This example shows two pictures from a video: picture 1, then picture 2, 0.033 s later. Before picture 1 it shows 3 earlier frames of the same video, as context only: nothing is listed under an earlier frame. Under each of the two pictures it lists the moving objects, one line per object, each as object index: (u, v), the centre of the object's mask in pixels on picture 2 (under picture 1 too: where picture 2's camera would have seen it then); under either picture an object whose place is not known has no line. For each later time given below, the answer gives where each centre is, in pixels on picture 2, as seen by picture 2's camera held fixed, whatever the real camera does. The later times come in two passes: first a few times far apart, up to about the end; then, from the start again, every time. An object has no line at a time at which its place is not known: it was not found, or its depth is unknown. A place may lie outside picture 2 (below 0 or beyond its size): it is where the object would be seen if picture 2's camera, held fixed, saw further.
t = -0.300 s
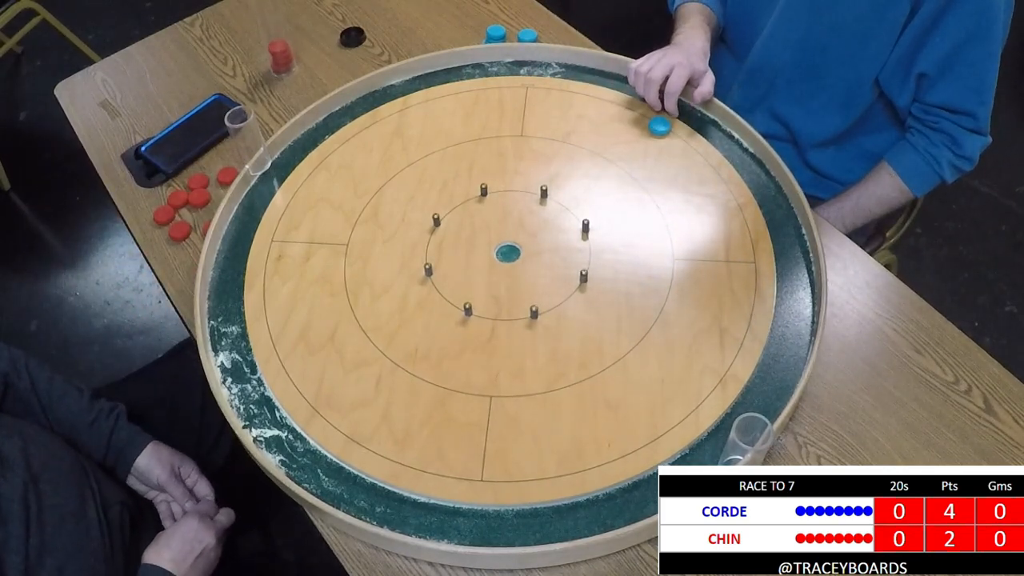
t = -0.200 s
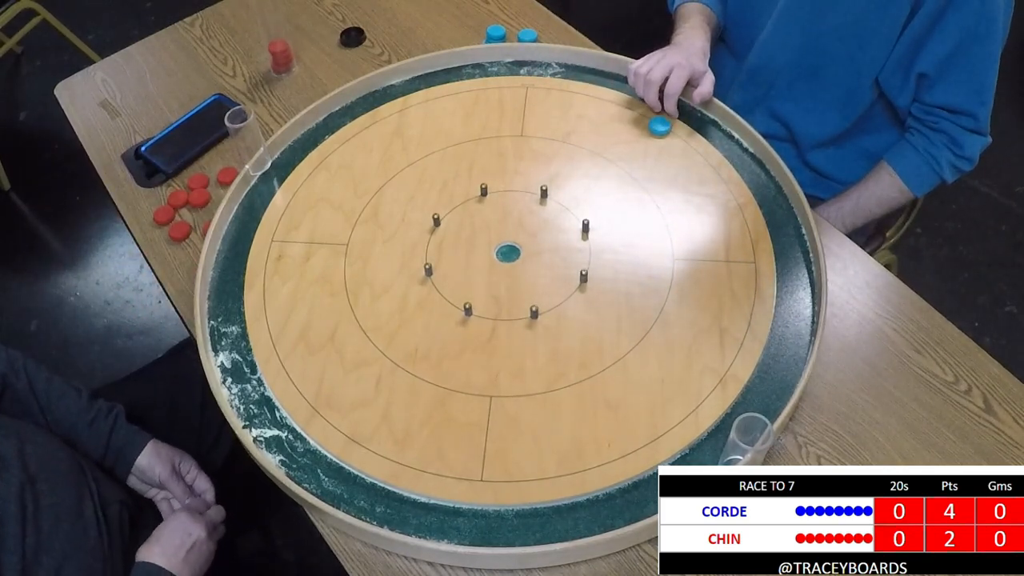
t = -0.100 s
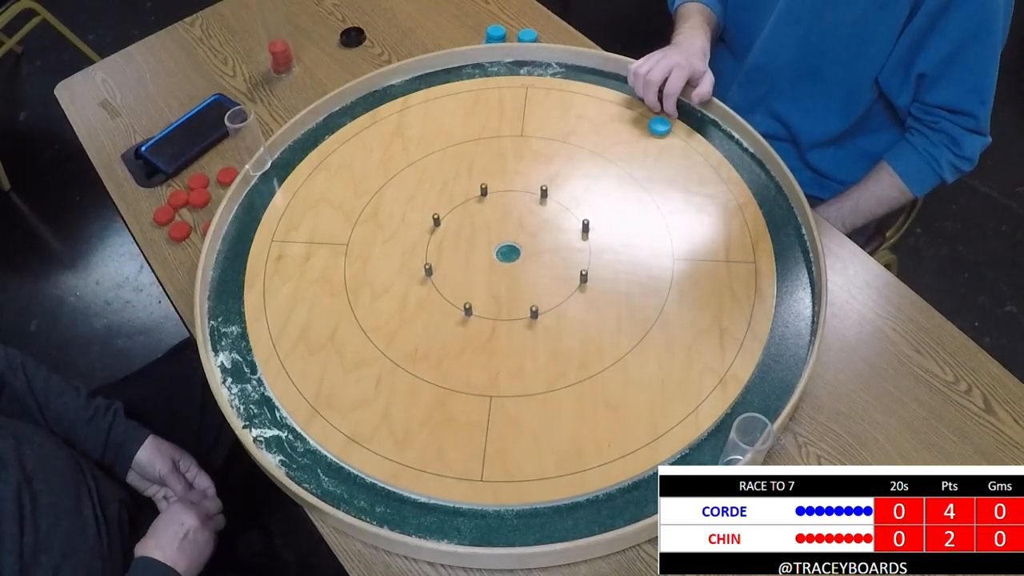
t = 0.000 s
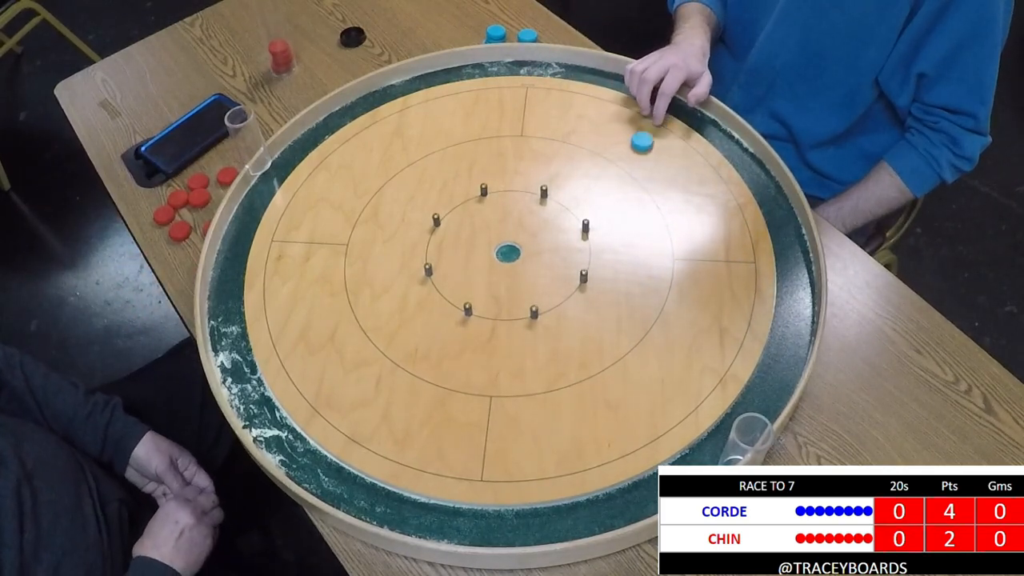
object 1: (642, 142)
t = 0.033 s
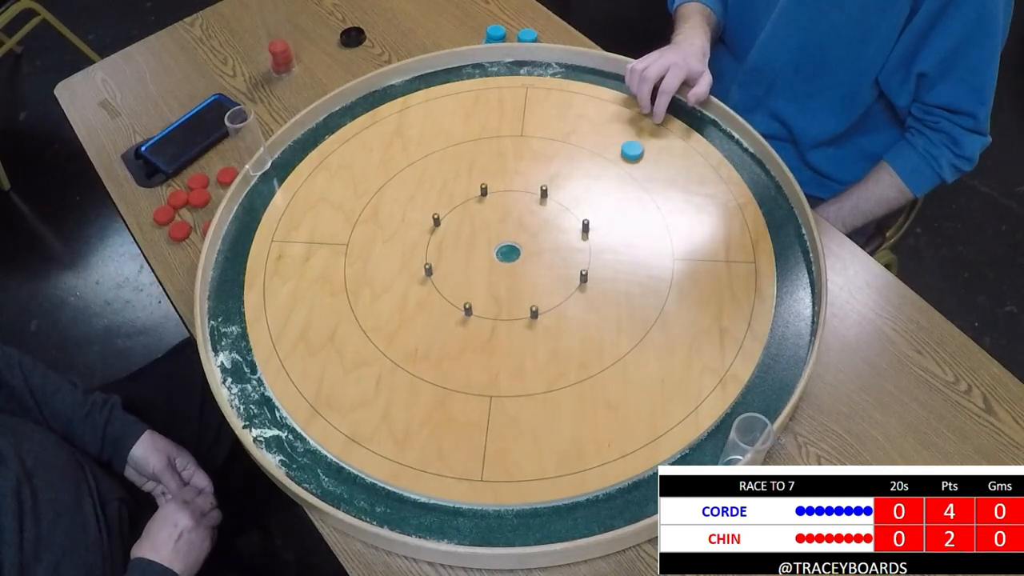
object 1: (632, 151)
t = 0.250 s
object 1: (568, 206)
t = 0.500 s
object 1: (500, 257)
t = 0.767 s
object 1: (469, 269)
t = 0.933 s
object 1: (459, 274)
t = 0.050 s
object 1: (627, 156)
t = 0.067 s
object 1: (622, 160)
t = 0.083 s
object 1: (617, 164)
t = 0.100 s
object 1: (612, 168)
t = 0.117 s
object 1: (607, 172)
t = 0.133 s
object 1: (602, 177)
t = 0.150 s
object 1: (597, 181)
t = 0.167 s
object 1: (592, 185)
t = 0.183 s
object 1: (587, 189)
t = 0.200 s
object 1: (582, 193)
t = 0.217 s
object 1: (577, 198)
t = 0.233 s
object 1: (572, 202)
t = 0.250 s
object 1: (568, 206)
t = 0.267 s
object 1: (563, 210)
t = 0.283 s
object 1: (558, 214)
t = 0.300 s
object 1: (553, 218)
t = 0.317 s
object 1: (548, 222)
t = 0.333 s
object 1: (543, 227)
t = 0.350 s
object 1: (538, 230)
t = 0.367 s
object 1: (534, 234)
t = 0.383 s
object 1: (529, 238)
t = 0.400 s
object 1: (525, 241)
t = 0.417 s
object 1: (520, 245)
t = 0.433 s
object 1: (515, 249)
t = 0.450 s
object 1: (510, 253)
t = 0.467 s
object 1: (507, 254)
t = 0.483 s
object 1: (503, 256)
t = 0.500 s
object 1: (500, 257)
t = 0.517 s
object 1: (497, 257)
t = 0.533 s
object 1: (494, 259)
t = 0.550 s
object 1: (492, 259)
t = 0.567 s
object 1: (490, 260)
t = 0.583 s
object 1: (488, 261)
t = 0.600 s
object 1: (486, 262)
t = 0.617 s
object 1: (484, 262)
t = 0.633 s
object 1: (482, 263)
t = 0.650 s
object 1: (480, 264)
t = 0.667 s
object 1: (478, 265)
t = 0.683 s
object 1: (477, 265)
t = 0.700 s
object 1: (475, 266)
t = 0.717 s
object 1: (473, 266)
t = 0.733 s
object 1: (472, 267)
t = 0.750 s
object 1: (470, 268)
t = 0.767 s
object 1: (469, 269)
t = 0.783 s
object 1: (467, 269)
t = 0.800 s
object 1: (466, 270)
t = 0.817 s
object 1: (465, 271)
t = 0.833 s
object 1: (463, 271)
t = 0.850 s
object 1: (462, 272)
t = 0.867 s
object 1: (461, 272)
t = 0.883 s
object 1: (460, 273)
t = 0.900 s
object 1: (460, 273)
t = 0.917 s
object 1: (459, 274)
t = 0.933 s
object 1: (459, 274)
